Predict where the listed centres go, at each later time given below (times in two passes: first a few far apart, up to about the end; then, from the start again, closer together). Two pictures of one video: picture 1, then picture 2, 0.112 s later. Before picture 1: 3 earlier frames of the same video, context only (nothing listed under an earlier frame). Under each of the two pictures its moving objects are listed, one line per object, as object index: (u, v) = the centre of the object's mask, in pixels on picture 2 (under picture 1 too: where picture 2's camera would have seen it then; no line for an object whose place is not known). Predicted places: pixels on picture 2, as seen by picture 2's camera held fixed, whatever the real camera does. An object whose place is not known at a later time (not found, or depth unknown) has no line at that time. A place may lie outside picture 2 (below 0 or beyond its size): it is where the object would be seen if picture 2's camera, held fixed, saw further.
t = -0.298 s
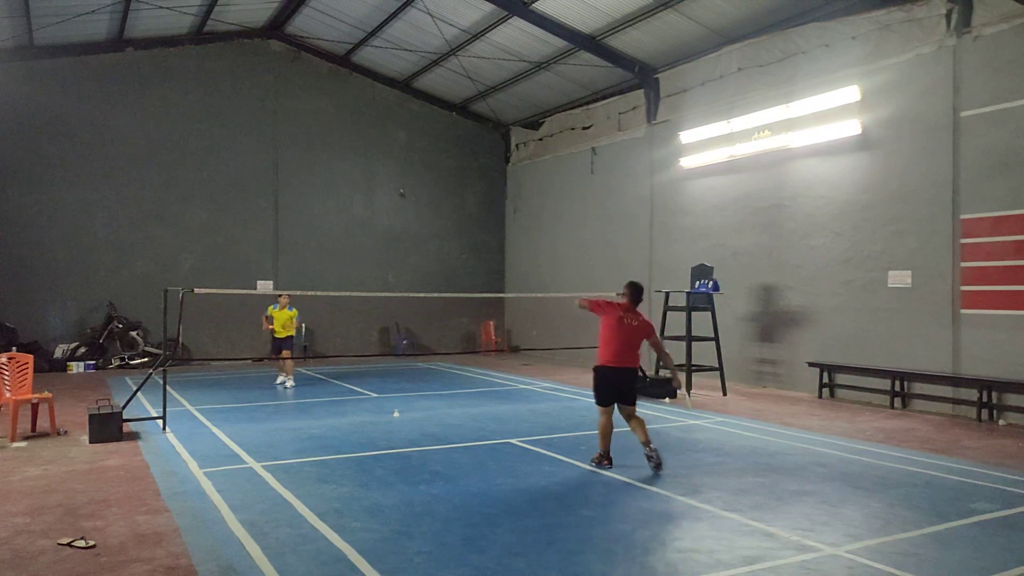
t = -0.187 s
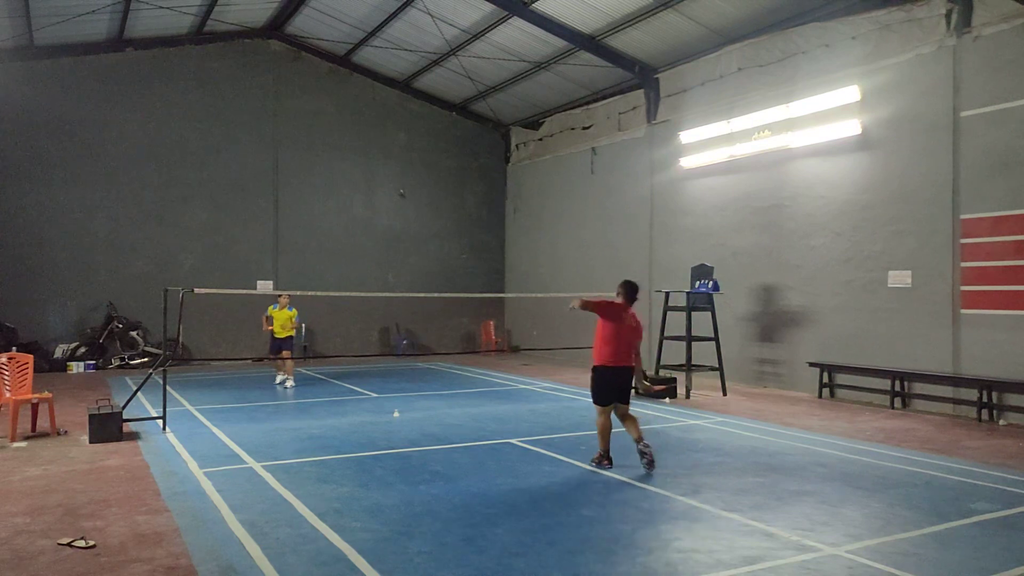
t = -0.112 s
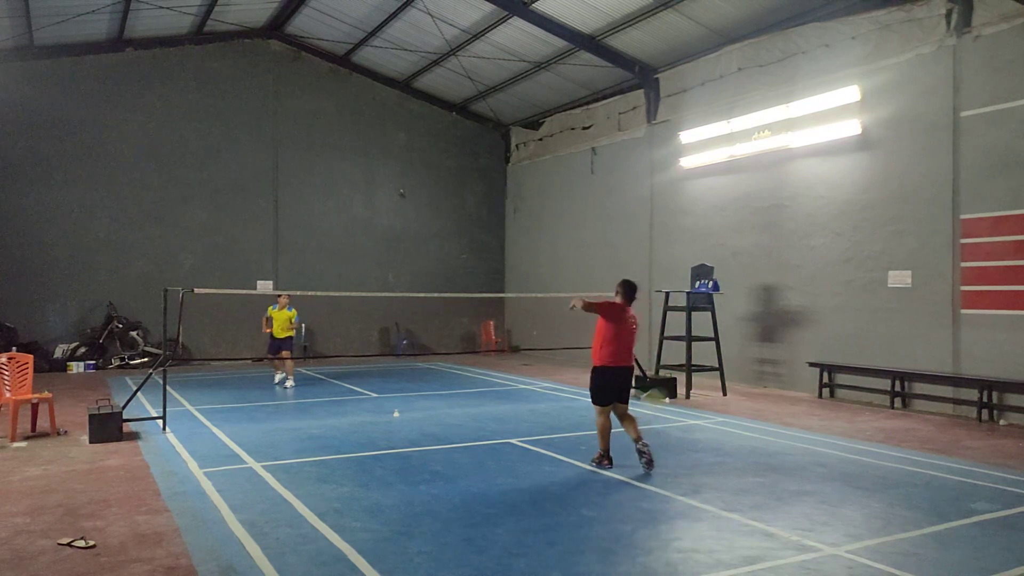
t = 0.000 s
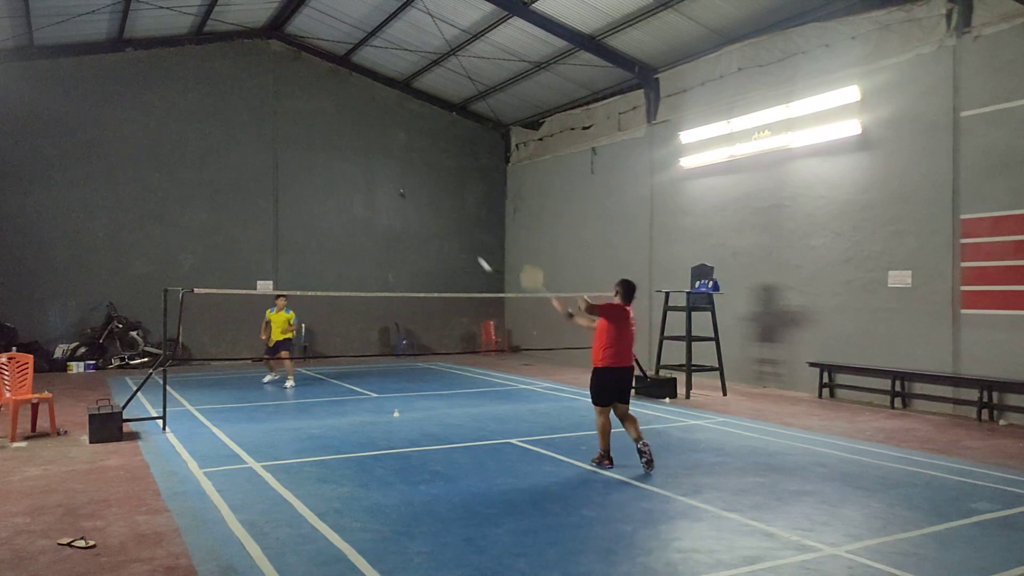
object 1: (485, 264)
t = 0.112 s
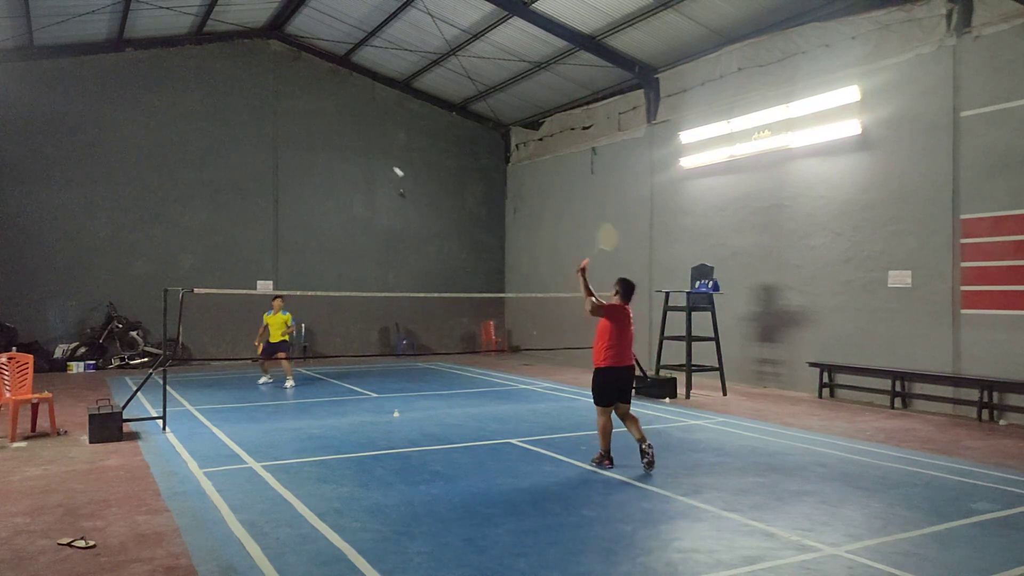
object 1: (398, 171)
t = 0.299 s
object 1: (330, 110)
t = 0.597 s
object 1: (273, 96)
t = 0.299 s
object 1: (330, 110)
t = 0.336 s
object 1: (321, 105)
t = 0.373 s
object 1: (317, 103)
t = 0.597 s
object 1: (273, 96)
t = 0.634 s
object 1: (269, 98)
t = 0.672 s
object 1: (266, 101)
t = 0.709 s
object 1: (260, 106)
